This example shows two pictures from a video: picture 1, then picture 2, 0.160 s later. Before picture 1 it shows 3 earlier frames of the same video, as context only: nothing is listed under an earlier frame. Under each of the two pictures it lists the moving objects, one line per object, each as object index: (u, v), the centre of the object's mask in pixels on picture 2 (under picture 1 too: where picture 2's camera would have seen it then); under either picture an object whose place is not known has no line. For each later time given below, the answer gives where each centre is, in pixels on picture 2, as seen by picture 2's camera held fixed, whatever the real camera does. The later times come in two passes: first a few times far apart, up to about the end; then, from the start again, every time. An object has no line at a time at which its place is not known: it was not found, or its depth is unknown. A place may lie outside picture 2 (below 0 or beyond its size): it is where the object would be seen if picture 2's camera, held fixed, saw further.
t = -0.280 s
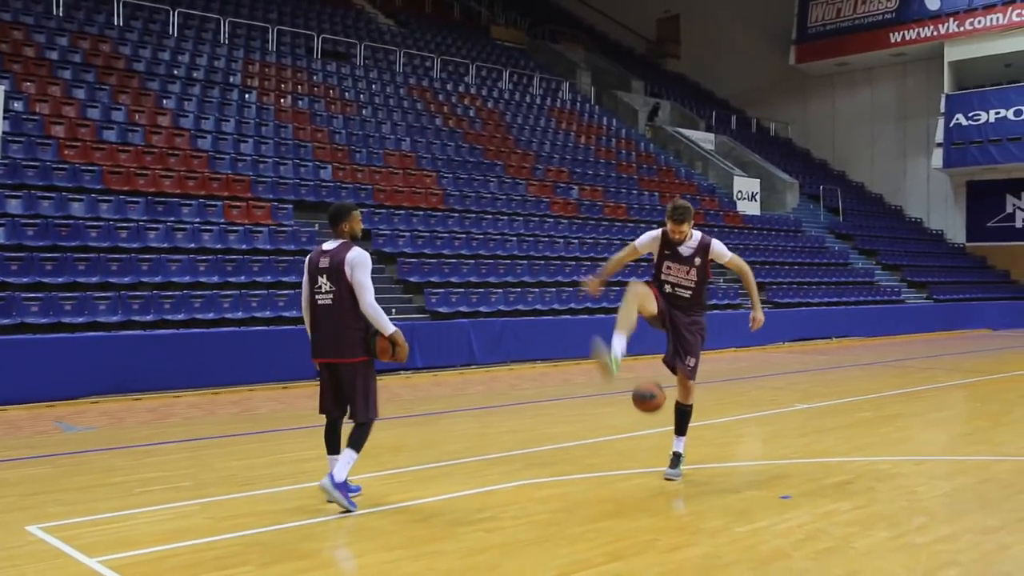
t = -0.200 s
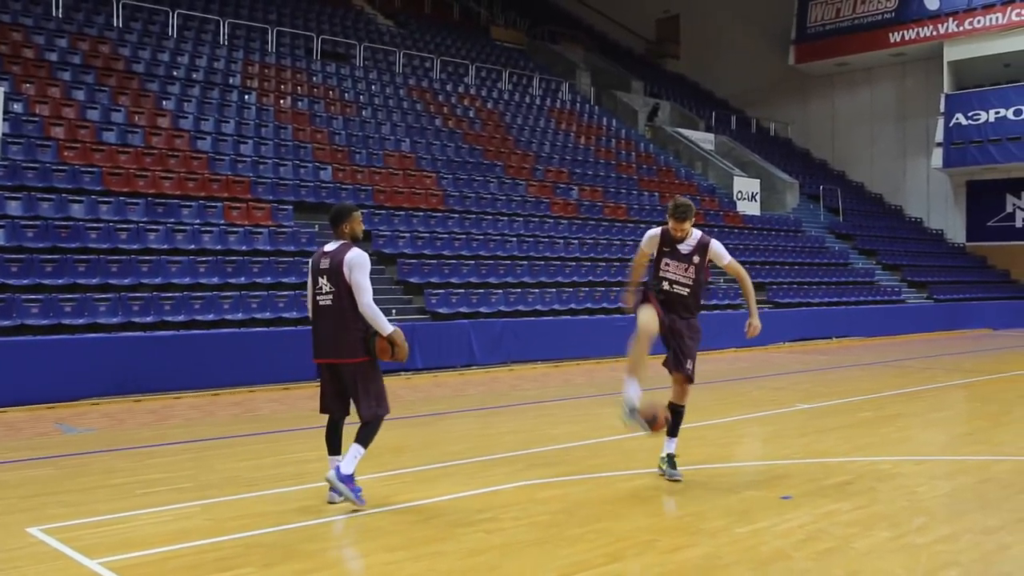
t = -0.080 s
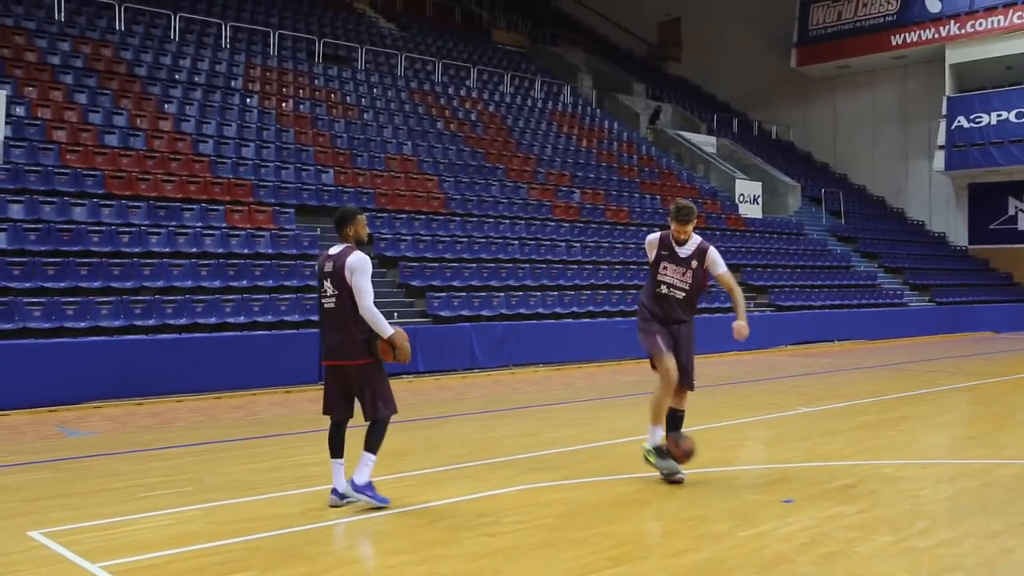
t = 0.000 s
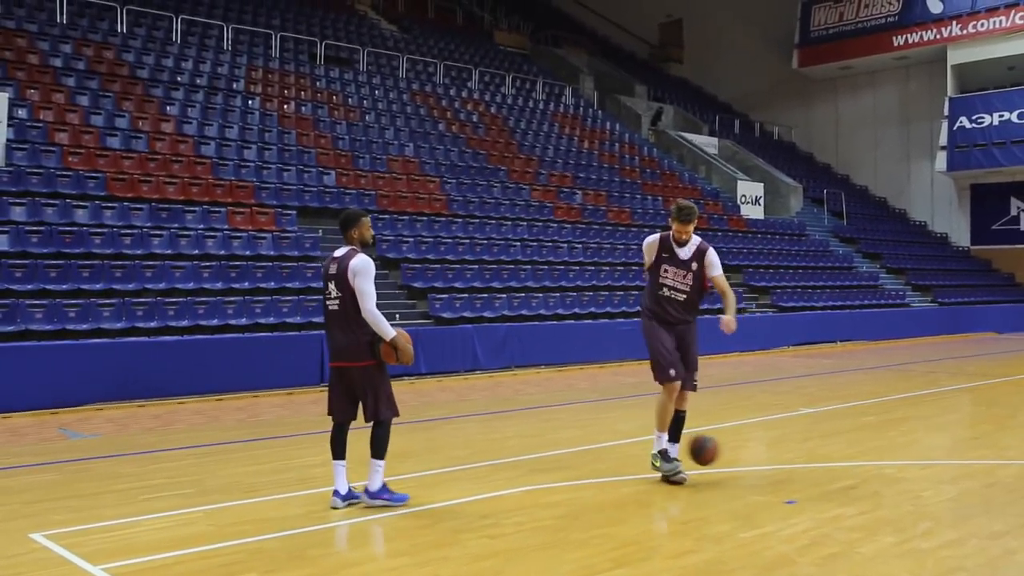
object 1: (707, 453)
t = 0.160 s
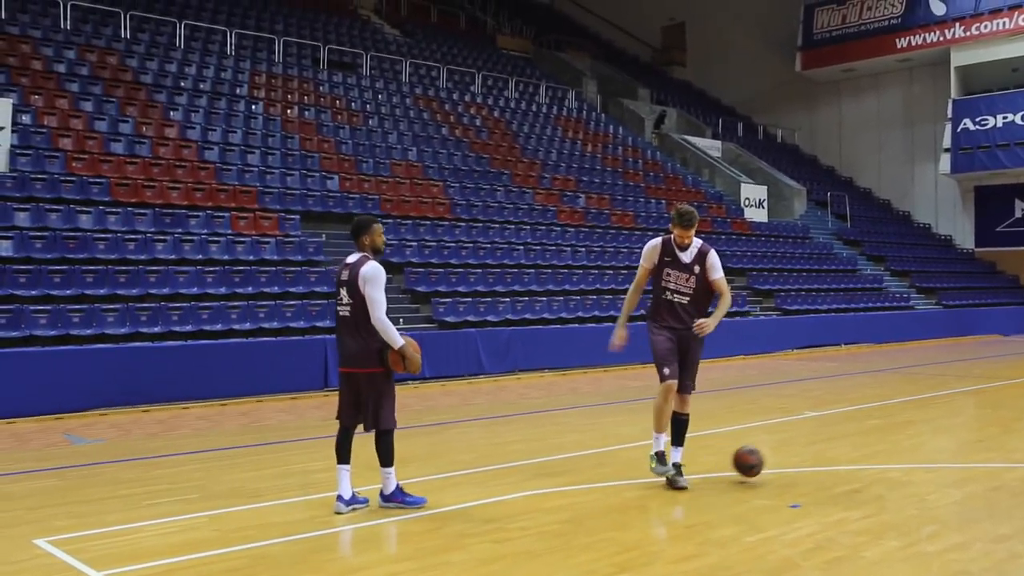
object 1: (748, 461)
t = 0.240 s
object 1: (762, 454)
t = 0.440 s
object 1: (798, 461)
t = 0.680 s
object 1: (840, 461)
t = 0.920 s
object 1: (882, 462)
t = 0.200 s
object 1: (755, 457)
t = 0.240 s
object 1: (762, 454)
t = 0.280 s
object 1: (769, 454)
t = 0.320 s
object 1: (776, 456)
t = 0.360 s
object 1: (783, 460)
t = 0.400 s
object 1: (791, 466)
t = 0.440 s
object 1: (798, 461)
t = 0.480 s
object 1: (805, 459)
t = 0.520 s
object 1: (812, 458)
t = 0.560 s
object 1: (819, 459)
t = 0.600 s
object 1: (826, 463)
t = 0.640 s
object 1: (833, 464)
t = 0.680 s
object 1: (840, 461)
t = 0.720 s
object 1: (848, 460)
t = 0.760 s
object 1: (855, 461)
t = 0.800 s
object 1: (862, 464)
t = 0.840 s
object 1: (869, 463)
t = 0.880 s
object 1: (875, 461)
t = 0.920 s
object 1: (882, 462)
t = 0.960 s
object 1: (889, 464)
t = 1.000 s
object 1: (896, 463)
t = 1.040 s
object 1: (903, 463)
